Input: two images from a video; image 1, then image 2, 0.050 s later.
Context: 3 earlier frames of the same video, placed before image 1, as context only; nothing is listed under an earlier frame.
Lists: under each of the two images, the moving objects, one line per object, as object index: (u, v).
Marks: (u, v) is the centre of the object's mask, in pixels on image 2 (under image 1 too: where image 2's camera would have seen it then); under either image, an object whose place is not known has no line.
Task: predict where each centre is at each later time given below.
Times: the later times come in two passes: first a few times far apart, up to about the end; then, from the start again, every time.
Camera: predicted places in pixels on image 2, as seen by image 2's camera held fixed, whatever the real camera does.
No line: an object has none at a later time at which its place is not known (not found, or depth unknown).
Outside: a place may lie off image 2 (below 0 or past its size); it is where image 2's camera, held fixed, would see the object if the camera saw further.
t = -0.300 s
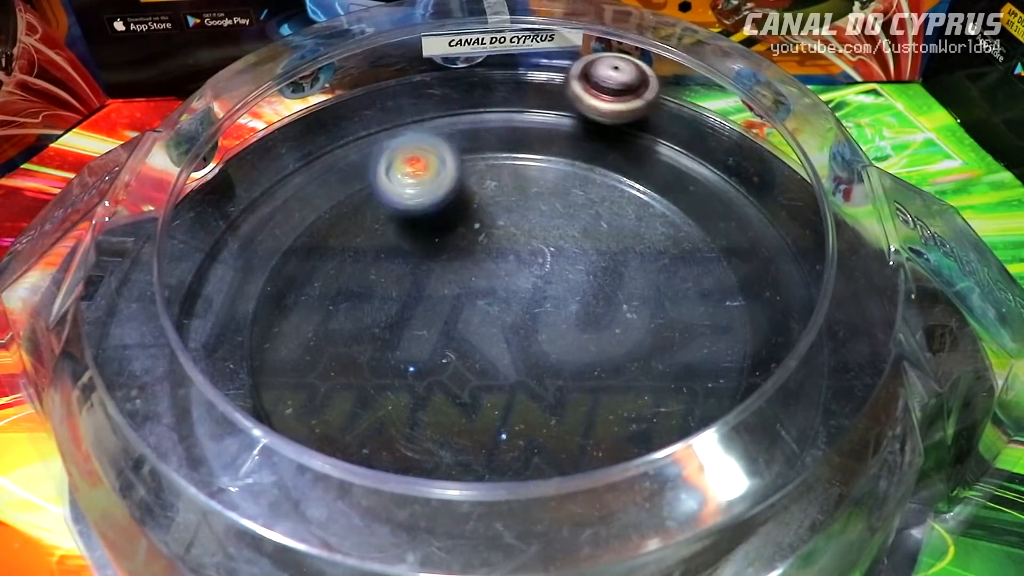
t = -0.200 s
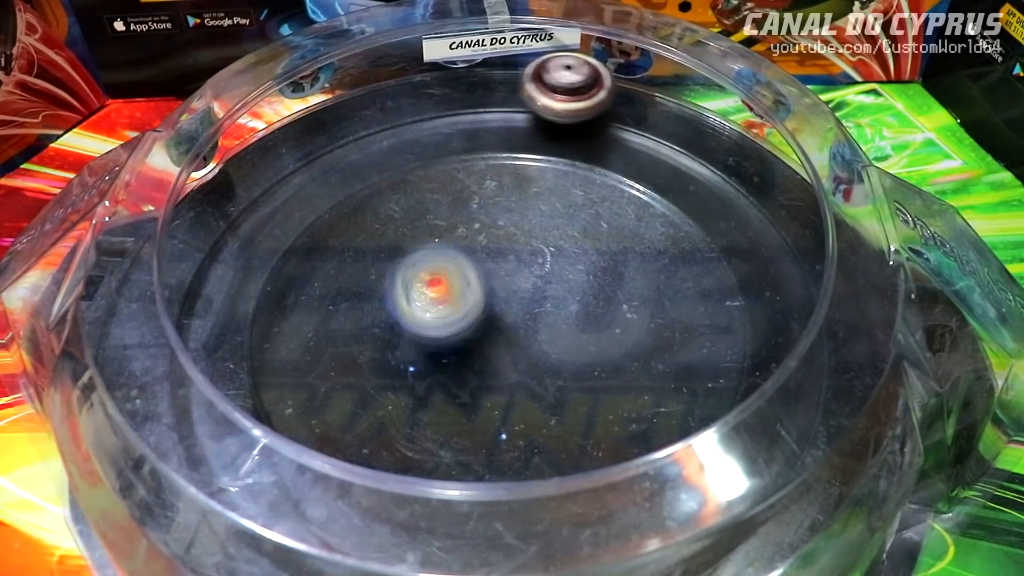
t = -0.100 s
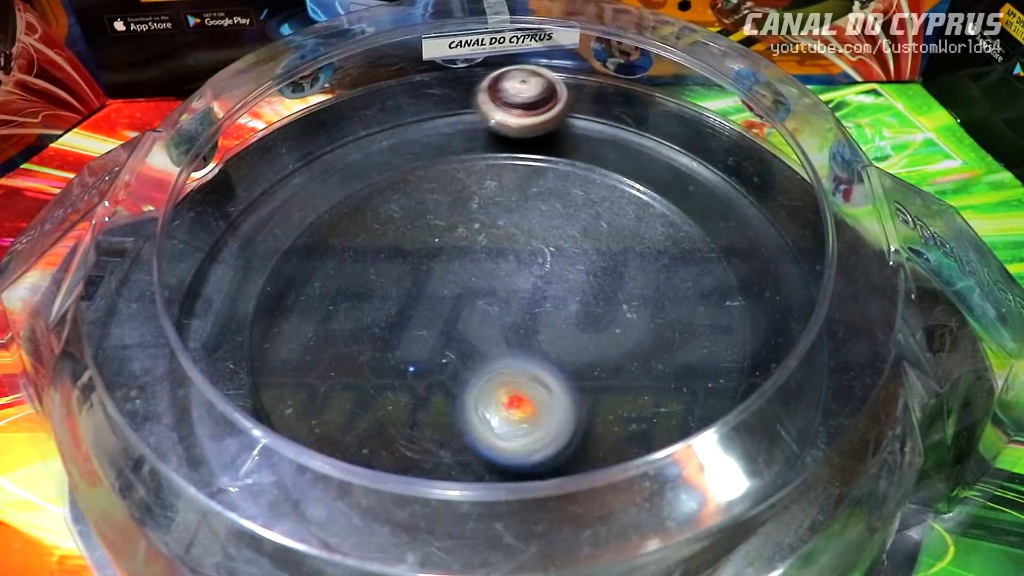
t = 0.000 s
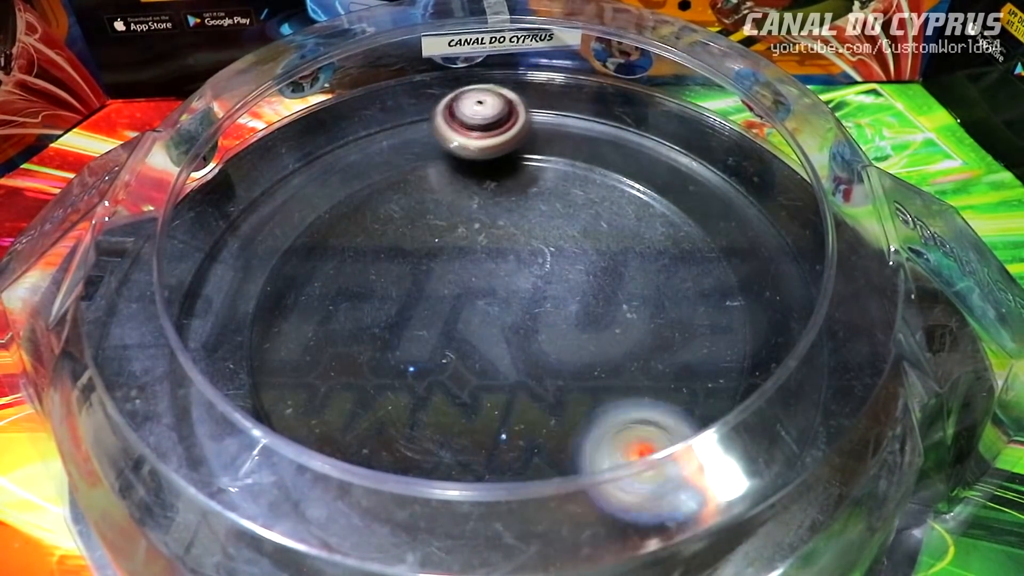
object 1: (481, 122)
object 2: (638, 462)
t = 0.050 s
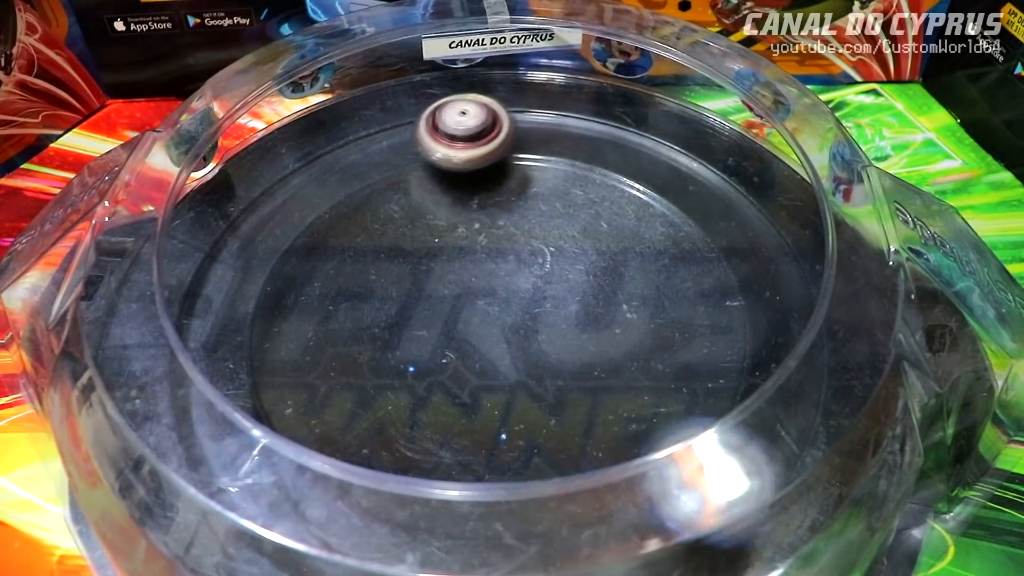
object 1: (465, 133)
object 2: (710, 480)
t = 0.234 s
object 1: (404, 273)
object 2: (790, 378)
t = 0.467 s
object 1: (580, 476)
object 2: (800, 286)
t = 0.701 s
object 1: (806, 395)
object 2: (780, 242)
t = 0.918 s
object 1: (807, 385)
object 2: (655, 110)
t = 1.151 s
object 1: (810, 370)
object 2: (430, 92)
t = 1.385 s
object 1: (773, 346)
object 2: (318, 145)
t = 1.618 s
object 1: (675, 307)
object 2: (249, 256)
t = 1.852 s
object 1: (485, 247)
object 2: (493, 444)
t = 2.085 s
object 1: (298, 376)
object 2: (795, 294)
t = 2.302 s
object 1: (397, 540)
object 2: (707, 163)
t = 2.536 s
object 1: (507, 543)
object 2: (584, 109)
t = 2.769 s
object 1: (565, 495)
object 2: (460, 113)
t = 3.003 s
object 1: (585, 329)
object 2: (314, 210)
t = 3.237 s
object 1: (420, 199)
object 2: (458, 478)
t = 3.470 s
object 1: (234, 290)
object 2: (808, 411)
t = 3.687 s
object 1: (223, 355)
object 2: (786, 266)
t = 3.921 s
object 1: (282, 372)
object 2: (764, 206)
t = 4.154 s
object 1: (499, 404)
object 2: (712, 164)
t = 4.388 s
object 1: (618, 239)
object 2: (605, 138)
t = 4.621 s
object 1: (474, 197)
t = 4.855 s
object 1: (333, 287)
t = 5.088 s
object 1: (455, 443)
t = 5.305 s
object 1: (724, 355)
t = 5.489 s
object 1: (724, 205)
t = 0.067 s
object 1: (459, 138)
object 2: (734, 488)
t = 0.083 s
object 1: (454, 146)
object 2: (770, 492)
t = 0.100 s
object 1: (447, 155)
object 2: (778, 477)
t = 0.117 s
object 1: (440, 164)
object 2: (783, 463)
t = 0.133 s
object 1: (434, 176)
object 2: (786, 453)
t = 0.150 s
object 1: (426, 189)
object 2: (787, 445)
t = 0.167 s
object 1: (420, 204)
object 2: (784, 433)
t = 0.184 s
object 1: (415, 219)
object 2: (783, 419)
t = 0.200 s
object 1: (410, 235)
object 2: (786, 404)
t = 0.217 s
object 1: (406, 254)
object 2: (788, 390)
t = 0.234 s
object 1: (404, 273)
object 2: (790, 378)
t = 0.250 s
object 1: (402, 295)
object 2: (792, 368)
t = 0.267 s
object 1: (401, 315)
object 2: (795, 358)
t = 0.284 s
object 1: (404, 337)
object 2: (799, 350)
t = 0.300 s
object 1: (410, 356)
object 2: (802, 342)
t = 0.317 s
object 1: (417, 376)
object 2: (805, 336)
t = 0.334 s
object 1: (427, 394)
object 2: (809, 329)
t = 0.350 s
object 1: (439, 411)
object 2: (812, 323)
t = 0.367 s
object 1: (453, 424)
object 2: (816, 318)
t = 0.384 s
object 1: (471, 433)
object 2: (817, 312)
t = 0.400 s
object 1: (490, 440)
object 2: (813, 305)
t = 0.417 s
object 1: (511, 458)
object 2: (809, 299)
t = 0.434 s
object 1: (534, 468)
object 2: (805, 294)
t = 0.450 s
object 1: (556, 474)
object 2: (802, 290)
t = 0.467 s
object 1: (580, 476)
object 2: (800, 286)
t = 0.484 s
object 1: (601, 477)
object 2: (798, 282)
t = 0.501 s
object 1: (621, 474)
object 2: (795, 280)
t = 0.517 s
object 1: (641, 467)
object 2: (785, 276)
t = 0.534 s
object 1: (671, 461)
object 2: (784, 274)
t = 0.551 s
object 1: (687, 430)
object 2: (784, 274)
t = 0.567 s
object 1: (709, 422)
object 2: (783, 274)
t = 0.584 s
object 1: (728, 418)
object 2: (782, 275)
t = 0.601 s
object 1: (744, 414)
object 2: (781, 275)
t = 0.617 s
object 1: (755, 411)
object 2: (780, 276)
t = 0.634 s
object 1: (767, 402)
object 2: (778, 279)
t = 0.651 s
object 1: (779, 395)
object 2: (777, 281)
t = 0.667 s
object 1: (789, 391)
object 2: (776, 278)
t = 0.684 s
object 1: (798, 392)
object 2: (779, 259)
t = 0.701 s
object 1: (806, 395)
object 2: (780, 242)
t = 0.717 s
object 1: (814, 398)
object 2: (780, 231)
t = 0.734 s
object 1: (812, 394)
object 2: (780, 223)
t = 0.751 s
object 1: (811, 394)
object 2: (780, 210)
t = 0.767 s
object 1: (806, 392)
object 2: (776, 195)
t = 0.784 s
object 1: (807, 391)
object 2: (769, 183)
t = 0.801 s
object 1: (808, 392)
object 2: (762, 171)
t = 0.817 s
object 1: (807, 392)
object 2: (752, 160)
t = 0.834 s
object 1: (810, 391)
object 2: (740, 152)
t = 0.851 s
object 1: (811, 393)
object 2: (726, 145)
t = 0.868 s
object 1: (809, 389)
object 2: (710, 136)
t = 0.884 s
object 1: (807, 388)
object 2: (692, 127)
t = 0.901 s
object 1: (807, 387)
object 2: (674, 115)
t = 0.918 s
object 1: (807, 385)
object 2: (655, 110)
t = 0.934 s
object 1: (806, 384)
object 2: (633, 107)
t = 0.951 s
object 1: (806, 383)
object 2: (611, 104)
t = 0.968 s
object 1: (806, 382)
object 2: (593, 102)
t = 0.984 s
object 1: (807, 381)
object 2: (574, 99)
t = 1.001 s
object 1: (808, 380)
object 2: (555, 98)
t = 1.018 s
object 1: (809, 379)
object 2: (537, 92)
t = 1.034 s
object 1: (810, 379)
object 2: (519, 90)
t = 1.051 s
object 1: (810, 378)
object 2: (503, 90)
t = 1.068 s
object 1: (812, 378)
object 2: (489, 89)
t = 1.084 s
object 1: (813, 377)
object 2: (477, 90)
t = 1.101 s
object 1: (813, 375)
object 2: (464, 91)
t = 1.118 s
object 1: (812, 374)
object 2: (452, 90)
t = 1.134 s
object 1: (811, 372)
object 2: (441, 91)
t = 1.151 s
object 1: (810, 370)
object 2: (430, 92)
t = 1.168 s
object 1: (809, 368)
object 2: (426, 92)
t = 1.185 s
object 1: (807, 367)
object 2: (425, 94)
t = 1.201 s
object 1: (806, 365)
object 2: (425, 95)
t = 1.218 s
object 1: (804, 363)
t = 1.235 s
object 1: (802, 361)
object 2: (354, 101)
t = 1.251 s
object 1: (799, 358)
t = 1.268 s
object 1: (796, 356)
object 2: (395, 112)
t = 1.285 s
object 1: (794, 354)
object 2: (385, 118)
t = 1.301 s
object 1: (791, 353)
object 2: (373, 121)
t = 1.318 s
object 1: (787, 351)
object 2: (359, 126)
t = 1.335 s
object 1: (784, 350)
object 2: (341, 131)
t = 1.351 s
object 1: (781, 349)
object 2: (329, 135)
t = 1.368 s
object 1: (777, 347)
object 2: (323, 138)
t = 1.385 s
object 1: (773, 346)
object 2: (318, 145)
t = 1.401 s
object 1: (769, 344)
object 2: (311, 150)
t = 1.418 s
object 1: (765, 343)
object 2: (304, 156)
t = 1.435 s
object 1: (760, 340)
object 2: (297, 161)
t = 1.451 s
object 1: (748, 335)
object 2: (289, 167)
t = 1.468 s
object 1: (748, 335)
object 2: (283, 175)
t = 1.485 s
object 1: (744, 335)
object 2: (279, 182)
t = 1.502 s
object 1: (739, 335)
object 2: (274, 190)
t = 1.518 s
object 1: (732, 332)
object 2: (270, 199)
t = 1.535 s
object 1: (725, 330)
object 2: (265, 208)
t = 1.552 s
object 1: (715, 326)
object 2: (260, 217)
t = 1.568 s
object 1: (705, 322)
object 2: (256, 226)
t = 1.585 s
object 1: (695, 317)
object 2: (253, 234)
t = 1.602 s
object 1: (685, 312)
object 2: (252, 244)
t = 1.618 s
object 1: (675, 307)
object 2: (249, 256)
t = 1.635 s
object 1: (664, 302)
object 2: (247, 268)
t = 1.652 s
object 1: (652, 297)
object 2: (247, 282)
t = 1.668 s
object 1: (642, 291)
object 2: (251, 296)
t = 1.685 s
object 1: (630, 286)
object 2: (258, 315)
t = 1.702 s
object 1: (618, 281)
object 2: (269, 331)
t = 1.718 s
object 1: (606, 275)
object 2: (280, 348)
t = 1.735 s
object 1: (594, 270)
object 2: (297, 365)
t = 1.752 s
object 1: (580, 265)
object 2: (315, 383)
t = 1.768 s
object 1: (566, 259)
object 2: (338, 400)
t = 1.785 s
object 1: (552, 255)
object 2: (365, 414)
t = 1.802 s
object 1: (536, 252)
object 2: (394, 424)
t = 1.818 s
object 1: (520, 250)
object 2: (426, 434)
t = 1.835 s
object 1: (504, 248)
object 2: (459, 441)
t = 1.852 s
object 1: (485, 247)
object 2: (493, 444)
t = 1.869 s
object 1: (468, 247)
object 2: (527, 444)
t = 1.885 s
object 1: (451, 249)
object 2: (562, 447)
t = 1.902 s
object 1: (433, 252)
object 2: (593, 435)
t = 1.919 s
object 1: (414, 257)
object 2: (620, 428)
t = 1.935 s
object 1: (397, 263)
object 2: (648, 419)
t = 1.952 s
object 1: (381, 270)
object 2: (676, 406)
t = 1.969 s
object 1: (365, 280)
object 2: (706, 395)
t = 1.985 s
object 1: (352, 290)
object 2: (726, 380)
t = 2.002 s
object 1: (338, 302)
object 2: (741, 366)
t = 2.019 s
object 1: (326, 316)
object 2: (757, 350)
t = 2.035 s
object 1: (315, 330)
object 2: (771, 336)
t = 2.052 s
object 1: (308, 345)
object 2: (781, 321)
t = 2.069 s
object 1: (302, 360)
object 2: (779, 305)
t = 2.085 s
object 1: (298, 376)
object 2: (795, 294)
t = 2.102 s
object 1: (298, 389)
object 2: (801, 283)
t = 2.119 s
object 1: (301, 399)
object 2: (808, 272)
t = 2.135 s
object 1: (306, 409)
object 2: (808, 261)
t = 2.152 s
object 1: (315, 420)
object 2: (808, 246)
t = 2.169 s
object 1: (326, 430)
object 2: (801, 232)
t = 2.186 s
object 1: (320, 473)
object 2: (795, 222)
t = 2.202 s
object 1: (333, 492)
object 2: (783, 215)
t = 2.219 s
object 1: (343, 507)
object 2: (771, 202)
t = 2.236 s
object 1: (353, 518)
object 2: (757, 193)
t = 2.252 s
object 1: (364, 527)
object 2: (743, 185)
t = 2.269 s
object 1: (377, 534)
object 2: (730, 174)
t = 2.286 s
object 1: (386, 537)
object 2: (718, 170)
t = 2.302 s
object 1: (397, 540)
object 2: (707, 163)
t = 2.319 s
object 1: (406, 542)
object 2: (697, 155)
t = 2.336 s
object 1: (415, 545)
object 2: (688, 149)
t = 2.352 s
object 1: (424, 546)
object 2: (679, 144)
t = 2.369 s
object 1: (433, 547)
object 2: (670, 138)
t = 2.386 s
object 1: (439, 549)
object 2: (661, 135)
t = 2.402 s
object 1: (447, 549)
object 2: (652, 131)
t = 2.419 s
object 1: (454, 549)
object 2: (644, 127)
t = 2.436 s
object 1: (463, 548)
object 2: (635, 124)
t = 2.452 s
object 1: (472, 548)
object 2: (627, 120)
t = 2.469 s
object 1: (479, 547)
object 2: (620, 116)
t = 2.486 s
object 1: (486, 547)
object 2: (610, 114)
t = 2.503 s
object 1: (494, 546)
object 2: (601, 112)
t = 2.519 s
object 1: (500, 545)
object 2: (593, 110)
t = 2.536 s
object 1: (507, 543)
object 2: (584, 109)
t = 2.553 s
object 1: (513, 542)
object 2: (576, 108)
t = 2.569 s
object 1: (519, 540)
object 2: (568, 109)
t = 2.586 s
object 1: (524, 539)
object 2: (558, 108)
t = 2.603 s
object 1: (529, 538)
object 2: (550, 108)
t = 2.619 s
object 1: (534, 537)
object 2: (541, 108)
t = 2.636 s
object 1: (538, 536)
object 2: (532, 107)
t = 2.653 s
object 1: (542, 528)
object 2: (523, 108)
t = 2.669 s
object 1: (545, 533)
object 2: (513, 108)
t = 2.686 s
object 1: (549, 532)
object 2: (504, 109)
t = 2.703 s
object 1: (553, 517)
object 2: (495, 108)
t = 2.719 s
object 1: (557, 512)
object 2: (487, 108)
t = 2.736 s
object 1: (559, 507)
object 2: (479, 109)
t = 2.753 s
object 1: (561, 503)
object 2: (470, 110)
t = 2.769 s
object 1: (565, 495)
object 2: (460, 113)
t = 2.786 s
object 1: (569, 486)
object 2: (451, 115)
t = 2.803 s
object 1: (571, 476)
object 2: (442, 116)
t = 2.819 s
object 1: (574, 464)
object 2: (432, 120)
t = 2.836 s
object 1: (578, 453)
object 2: (423, 123)
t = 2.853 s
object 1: (577, 433)
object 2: (413, 127)
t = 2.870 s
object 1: (582, 426)
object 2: (402, 131)
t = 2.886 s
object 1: (587, 418)
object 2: (389, 136)
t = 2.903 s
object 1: (589, 409)
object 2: (377, 142)
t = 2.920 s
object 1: (590, 395)
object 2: (364, 147)
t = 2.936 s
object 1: (590, 382)
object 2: (351, 156)
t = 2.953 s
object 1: (590, 369)
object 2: (341, 166)
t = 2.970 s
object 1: (590, 356)
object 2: (332, 179)
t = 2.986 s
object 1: (588, 343)
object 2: (322, 194)
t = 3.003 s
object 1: (585, 329)
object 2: (314, 210)
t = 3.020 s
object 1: (582, 315)
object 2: (306, 227)
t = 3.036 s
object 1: (578, 302)
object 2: (298, 244)
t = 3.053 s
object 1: (572, 288)
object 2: (294, 266)
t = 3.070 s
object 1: (564, 275)
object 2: (292, 287)
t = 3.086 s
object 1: (555, 262)
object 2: (292, 309)
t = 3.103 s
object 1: (545, 250)
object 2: (296, 332)
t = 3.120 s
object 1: (532, 239)
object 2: (302, 354)
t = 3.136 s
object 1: (519, 229)
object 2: (313, 377)
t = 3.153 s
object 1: (504, 221)
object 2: (328, 397)
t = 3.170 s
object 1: (488, 213)
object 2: (350, 415)
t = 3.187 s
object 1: (472, 208)
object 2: (372, 427)
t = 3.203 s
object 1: (455, 203)
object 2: (398, 439)
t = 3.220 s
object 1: (438, 201)
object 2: (429, 463)
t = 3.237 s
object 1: (420, 199)
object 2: (458, 478)
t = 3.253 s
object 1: (403, 199)
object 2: (490, 487)
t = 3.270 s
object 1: (385, 200)
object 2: (525, 488)
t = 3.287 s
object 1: (367, 202)
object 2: (558, 489)
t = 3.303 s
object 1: (350, 204)
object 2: (590, 487)
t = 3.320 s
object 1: (334, 209)
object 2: (625, 483)
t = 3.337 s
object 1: (318, 214)
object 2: (643, 478)
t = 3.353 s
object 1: (303, 221)
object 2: (663, 469)
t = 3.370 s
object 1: (289, 228)
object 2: (676, 457)
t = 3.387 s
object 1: (277, 236)
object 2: (729, 452)
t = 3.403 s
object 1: (266, 246)
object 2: (758, 438)
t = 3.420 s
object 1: (256, 258)
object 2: (769, 435)
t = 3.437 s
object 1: (248, 268)
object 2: (782, 429)
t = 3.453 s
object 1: (241, 279)
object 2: (798, 422)
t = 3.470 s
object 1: (234, 290)
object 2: (808, 411)
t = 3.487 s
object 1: (229, 298)
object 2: (812, 396)
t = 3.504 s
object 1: (226, 306)
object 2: (815, 384)
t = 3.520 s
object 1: (224, 313)
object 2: (815, 374)
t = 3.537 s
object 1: (223, 319)
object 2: (813, 358)
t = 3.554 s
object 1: (216, 327)
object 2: (810, 342)
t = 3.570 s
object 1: (215, 332)
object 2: (807, 330)
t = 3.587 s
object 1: (215, 337)
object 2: (805, 318)
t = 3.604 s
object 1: (215, 342)
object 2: (804, 306)
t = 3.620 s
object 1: (216, 346)
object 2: (801, 297)
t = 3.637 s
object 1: (218, 349)
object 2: (799, 290)
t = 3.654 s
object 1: (219, 351)
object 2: (797, 282)
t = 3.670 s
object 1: (221, 353)
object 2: (796, 274)
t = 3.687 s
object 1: (223, 355)
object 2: (786, 266)
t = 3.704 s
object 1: (225, 357)
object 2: (785, 260)
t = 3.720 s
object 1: (227, 357)
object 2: (784, 256)
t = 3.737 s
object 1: (230, 358)
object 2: (784, 250)
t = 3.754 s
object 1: (232, 358)
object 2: (783, 245)
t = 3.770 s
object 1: (234, 358)
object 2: (781, 241)
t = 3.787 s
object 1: (237, 358)
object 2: (779, 237)
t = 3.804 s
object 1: (240, 358)
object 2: (778, 233)
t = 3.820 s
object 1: (242, 358)
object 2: (776, 229)
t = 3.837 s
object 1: (245, 359)
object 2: (774, 225)
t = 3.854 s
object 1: (251, 359)
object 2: (772, 222)
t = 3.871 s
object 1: (258, 360)
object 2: (771, 218)
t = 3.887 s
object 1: (265, 364)
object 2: (769, 213)
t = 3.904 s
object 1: (273, 368)
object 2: (767, 210)
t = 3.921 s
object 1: (282, 372)
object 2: (764, 206)
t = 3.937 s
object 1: (293, 377)
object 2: (763, 203)
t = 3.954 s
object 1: (305, 381)
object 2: (760, 199)
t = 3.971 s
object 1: (317, 386)
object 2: (758, 195)
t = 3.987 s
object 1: (330, 390)
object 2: (754, 193)
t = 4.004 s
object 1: (345, 395)
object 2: (753, 188)
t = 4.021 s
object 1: (360, 399)
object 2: (749, 185)
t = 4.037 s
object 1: (376, 402)
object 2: (745, 182)
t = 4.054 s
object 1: (393, 405)
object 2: (741, 178)
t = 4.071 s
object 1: (413, 407)
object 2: (736, 177)
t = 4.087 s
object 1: (429, 408)
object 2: (731, 174)
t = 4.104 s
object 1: (446, 409)
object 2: (727, 172)
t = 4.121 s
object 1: (463, 409)
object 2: (722, 171)
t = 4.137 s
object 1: (482, 407)
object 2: (718, 167)
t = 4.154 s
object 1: (499, 404)
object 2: (712, 164)
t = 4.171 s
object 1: (518, 400)
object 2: (707, 162)
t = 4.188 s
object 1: (535, 394)
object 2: (702, 160)
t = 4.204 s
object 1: (553, 387)
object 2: (696, 156)
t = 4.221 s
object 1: (568, 378)
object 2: (689, 154)
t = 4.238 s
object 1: (583, 367)
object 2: (683, 151)
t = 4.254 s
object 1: (595, 356)
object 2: (677, 150)
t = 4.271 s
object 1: (606, 341)
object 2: (669, 146)
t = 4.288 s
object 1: (614, 326)
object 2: (660, 144)
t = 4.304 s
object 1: (621, 312)
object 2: (654, 143)
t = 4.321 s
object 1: (624, 297)
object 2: (646, 141)
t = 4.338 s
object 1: (625, 282)
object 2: (637, 140)
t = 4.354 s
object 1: (625, 267)
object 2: (628, 140)
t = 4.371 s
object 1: (622, 252)
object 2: (618, 139)
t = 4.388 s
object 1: (618, 239)
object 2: (605, 138)
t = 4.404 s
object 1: (613, 226)
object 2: (594, 138)
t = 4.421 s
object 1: (607, 216)
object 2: (580, 136)
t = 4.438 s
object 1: (599, 211)
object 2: (563, 125)
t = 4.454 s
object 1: (590, 209)
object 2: (548, 117)
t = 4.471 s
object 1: (581, 207)
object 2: (533, 112)
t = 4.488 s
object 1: (569, 205)
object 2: (517, 103)
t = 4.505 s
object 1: (558, 203)
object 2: (502, 96)
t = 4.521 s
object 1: (547, 201)
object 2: (487, 92)
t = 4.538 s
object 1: (535, 199)
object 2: (474, 87)
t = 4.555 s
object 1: (524, 198)
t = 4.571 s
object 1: (511, 197)
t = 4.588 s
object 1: (499, 196)
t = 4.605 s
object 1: (487, 196)
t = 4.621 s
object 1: (474, 197)
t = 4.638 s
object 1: (462, 198)
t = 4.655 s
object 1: (450, 200)
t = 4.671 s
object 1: (439, 203)
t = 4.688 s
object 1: (426, 207)
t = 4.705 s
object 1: (415, 211)
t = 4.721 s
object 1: (403, 217)
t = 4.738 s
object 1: (392, 223)
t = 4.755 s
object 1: (383, 229)
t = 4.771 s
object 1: (373, 238)
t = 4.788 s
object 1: (363, 246)
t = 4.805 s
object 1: (355, 255)
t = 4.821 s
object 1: (346, 265)
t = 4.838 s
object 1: (339, 275)
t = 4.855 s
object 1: (333, 287)
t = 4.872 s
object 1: (328, 298)
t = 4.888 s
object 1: (324, 310)
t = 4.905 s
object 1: (322, 323)
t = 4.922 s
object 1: (323, 337)
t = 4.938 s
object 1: (325, 351)
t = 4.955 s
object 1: (330, 366)
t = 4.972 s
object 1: (337, 381)
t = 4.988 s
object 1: (347, 394)
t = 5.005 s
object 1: (360, 407)
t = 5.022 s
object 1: (375, 417)
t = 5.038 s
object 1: (392, 425)
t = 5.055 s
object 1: (412, 432)
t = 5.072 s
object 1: (432, 438)
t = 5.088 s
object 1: (455, 443)
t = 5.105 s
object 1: (480, 457)
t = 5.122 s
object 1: (504, 447)
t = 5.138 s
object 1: (531, 460)
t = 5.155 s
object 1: (556, 457)
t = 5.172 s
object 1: (580, 451)
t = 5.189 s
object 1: (604, 446)
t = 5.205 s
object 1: (621, 426)
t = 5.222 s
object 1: (643, 416)
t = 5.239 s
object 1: (663, 406)
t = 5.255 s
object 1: (681, 395)
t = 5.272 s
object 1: (697, 382)
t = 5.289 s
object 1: (712, 369)
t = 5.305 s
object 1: (724, 355)
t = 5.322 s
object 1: (734, 341)
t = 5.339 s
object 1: (740, 325)
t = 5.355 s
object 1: (747, 309)
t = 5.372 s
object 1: (749, 292)
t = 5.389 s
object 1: (747, 275)
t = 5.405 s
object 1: (744, 260)
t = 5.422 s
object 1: (740, 247)
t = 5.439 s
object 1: (736, 234)
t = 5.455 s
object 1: (733, 223)
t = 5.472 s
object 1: (728, 213)
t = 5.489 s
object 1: (724, 205)
